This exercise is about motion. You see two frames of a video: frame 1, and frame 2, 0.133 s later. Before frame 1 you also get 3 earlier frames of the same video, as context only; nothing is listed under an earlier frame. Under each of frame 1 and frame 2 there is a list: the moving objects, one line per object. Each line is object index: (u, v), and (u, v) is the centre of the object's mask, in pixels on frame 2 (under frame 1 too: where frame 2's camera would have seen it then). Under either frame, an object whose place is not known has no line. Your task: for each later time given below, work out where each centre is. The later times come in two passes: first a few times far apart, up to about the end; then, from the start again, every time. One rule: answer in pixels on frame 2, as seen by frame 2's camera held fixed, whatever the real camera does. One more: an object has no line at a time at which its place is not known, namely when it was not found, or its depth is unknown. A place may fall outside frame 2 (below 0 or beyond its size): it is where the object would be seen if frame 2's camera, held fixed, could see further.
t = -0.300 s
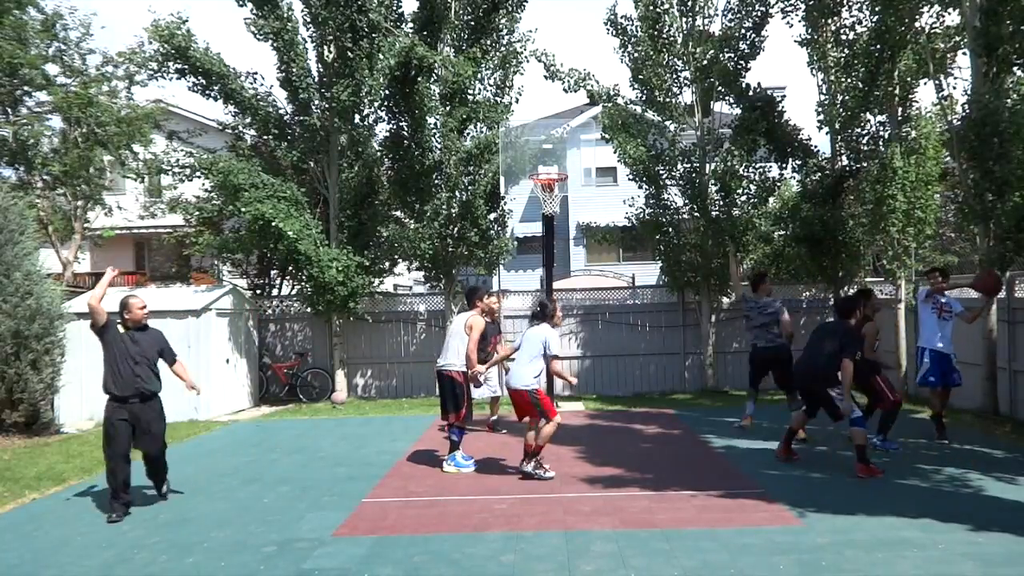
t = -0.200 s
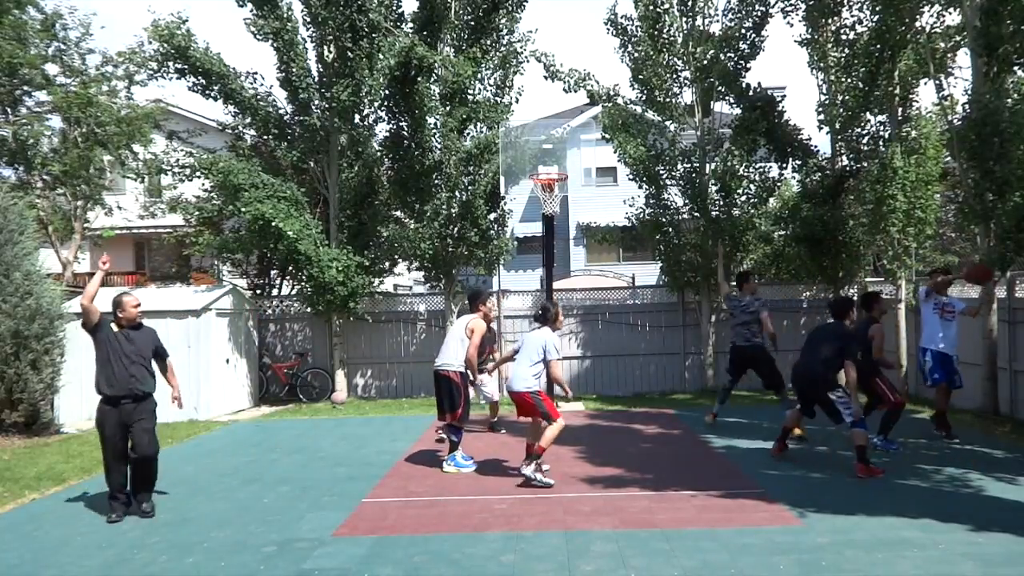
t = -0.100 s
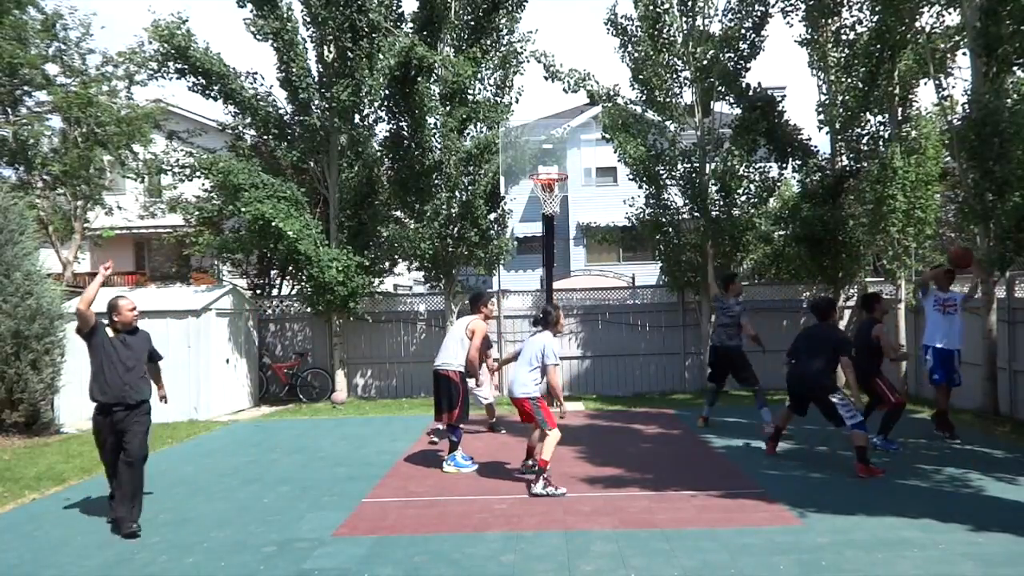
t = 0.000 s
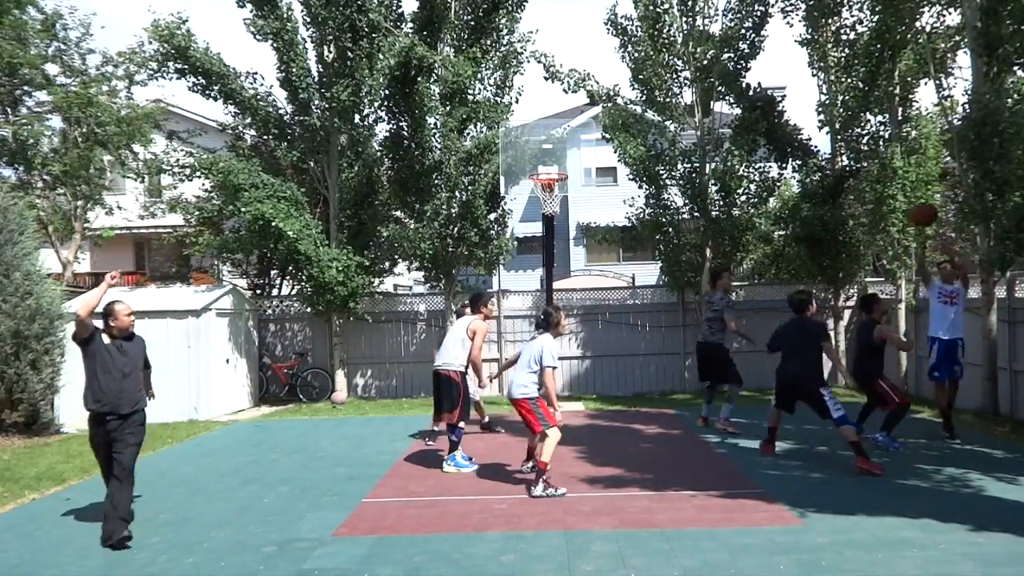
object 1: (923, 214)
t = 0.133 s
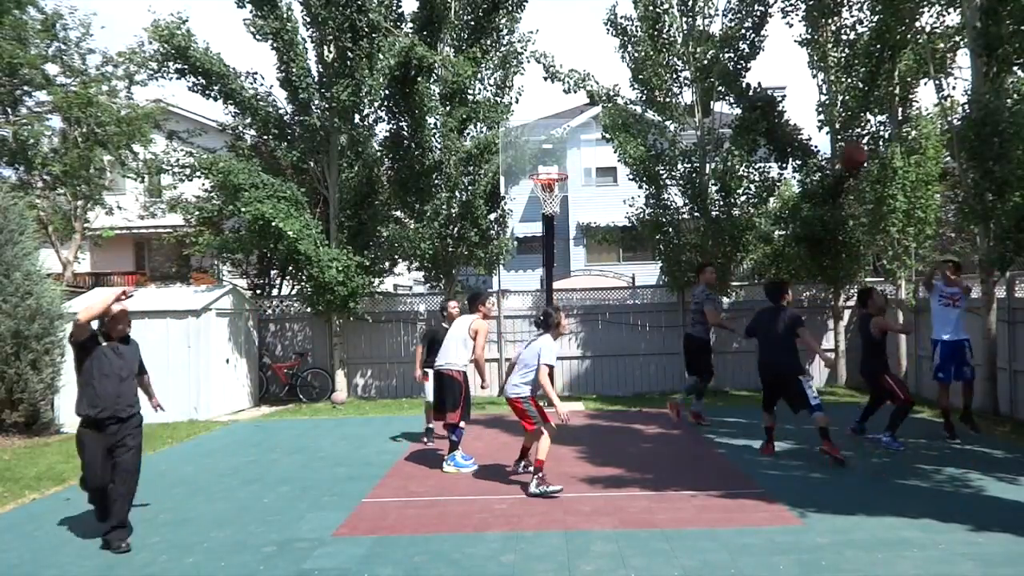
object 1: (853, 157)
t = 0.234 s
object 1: (793, 121)
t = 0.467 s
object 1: (633, 75)
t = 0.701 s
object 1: (432, 96)
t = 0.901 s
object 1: (210, 199)
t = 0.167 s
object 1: (832, 144)
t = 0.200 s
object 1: (813, 132)
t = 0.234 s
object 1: (793, 121)
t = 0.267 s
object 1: (771, 113)
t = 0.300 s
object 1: (753, 103)
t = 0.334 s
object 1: (729, 95)
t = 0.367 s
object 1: (707, 88)
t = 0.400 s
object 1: (682, 83)
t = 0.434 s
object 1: (658, 78)
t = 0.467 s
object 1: (633, 75)
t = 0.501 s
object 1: (607, 74)
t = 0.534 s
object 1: (580, 74)
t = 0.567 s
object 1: (553, 75)
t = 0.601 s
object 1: (523, 77)
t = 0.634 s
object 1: (495, 82)
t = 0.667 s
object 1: (463, 88)
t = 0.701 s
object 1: (432, 96)
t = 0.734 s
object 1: (399, 107)
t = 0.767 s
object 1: (363, 121)
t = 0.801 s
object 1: (328, 135)
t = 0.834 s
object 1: (290, 151)
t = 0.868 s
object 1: (251, 174)
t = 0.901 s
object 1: (210, 199)
